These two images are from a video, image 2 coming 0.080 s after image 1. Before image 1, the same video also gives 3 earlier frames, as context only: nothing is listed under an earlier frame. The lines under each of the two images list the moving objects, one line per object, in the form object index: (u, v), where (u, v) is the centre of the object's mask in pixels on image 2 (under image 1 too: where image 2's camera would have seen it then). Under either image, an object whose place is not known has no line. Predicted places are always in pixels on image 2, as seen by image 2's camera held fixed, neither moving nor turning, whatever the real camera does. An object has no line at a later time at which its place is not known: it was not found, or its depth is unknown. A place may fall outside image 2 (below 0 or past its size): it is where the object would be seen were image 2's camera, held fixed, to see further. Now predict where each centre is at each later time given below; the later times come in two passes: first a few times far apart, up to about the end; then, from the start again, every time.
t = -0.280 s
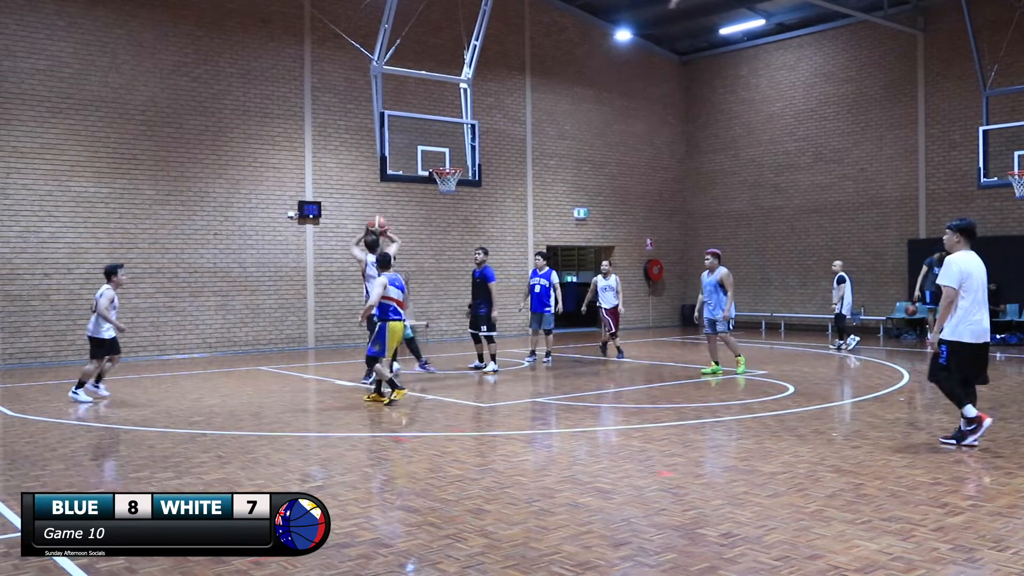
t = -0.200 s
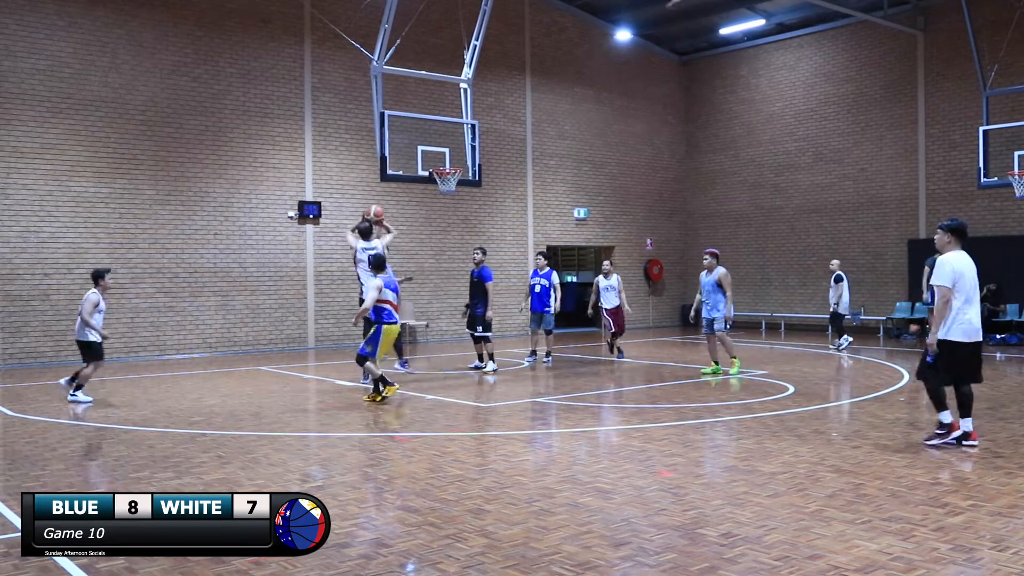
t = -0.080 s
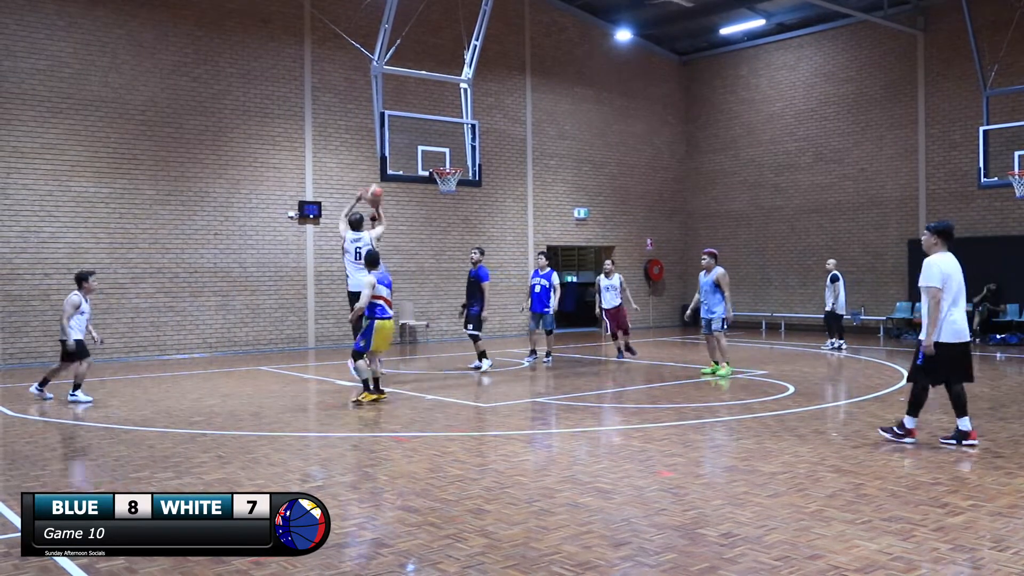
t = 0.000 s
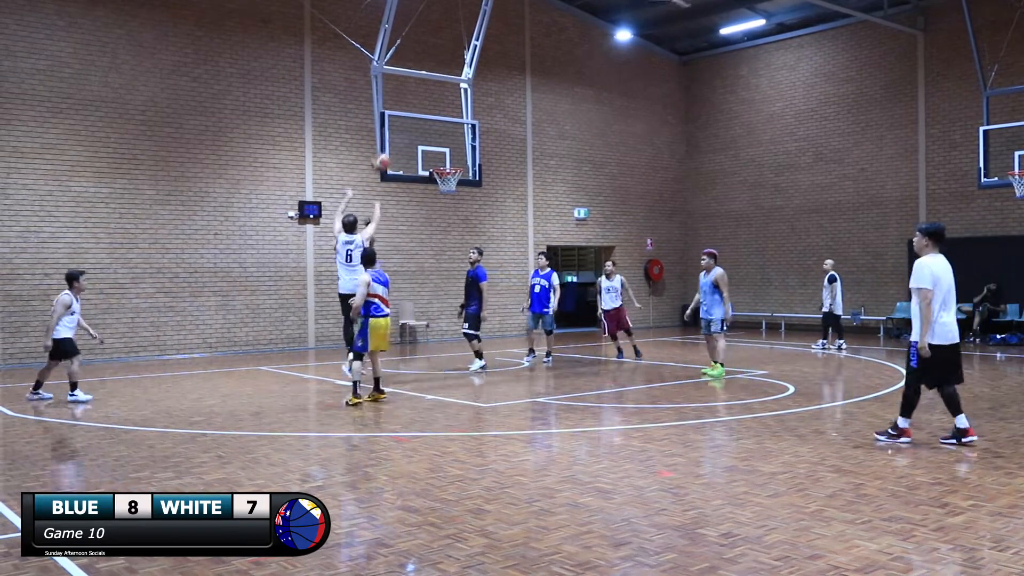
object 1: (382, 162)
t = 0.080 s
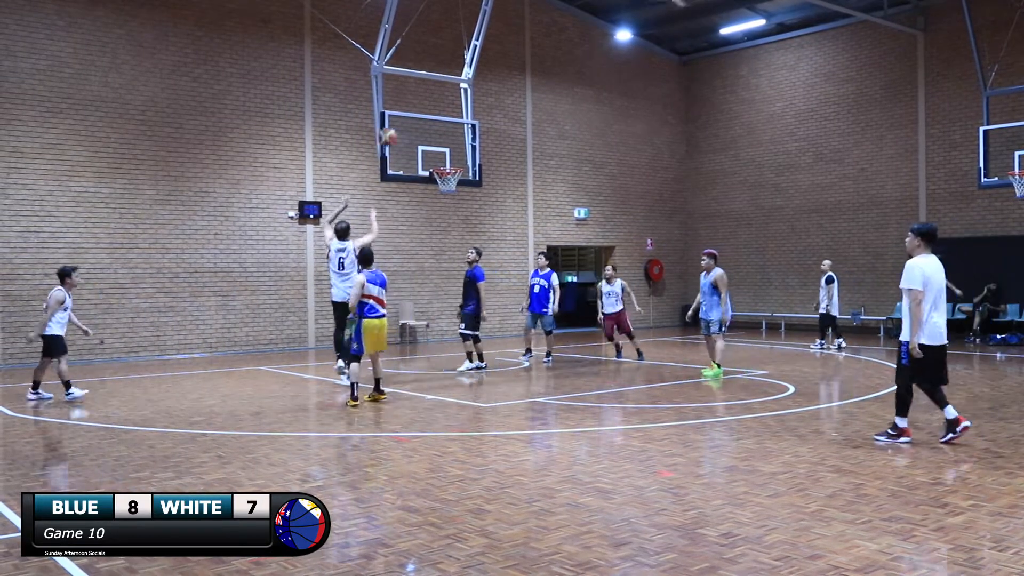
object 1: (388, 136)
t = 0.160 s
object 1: (394, 116)
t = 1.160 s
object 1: (465, 141)
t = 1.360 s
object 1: (483, 146)
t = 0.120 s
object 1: (392, 127)
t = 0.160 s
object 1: (394, 116)
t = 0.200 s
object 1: (399, 109)
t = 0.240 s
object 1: (402, 103)
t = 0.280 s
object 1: (405, 98)
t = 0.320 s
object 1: (407, 94)
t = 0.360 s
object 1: (410, 92)
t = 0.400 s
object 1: (412, 91)
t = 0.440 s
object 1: (415, 90)
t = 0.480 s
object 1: (418, 91)
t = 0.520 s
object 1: (421, 92)
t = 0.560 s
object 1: (423, 95)
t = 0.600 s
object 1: (426, 99)
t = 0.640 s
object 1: (428, 103)
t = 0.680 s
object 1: (431, 109)
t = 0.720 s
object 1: (434, 116)
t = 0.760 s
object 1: (435, 123)
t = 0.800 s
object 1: (438, 131)
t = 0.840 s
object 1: (440, 140)
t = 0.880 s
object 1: (443, 150)
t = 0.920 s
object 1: (447, 161)
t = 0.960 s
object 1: (447, 159)
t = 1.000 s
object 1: (450, 155)
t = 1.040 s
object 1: (454, 149)
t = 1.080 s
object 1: (459, 146)
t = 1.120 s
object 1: (461, 142)
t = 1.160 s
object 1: (465, 141)
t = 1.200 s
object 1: (468, 140)
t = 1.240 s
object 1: (472, 141)
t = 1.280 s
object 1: (476, 142)
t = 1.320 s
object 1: (480, 143)
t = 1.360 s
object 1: (483, 146)
